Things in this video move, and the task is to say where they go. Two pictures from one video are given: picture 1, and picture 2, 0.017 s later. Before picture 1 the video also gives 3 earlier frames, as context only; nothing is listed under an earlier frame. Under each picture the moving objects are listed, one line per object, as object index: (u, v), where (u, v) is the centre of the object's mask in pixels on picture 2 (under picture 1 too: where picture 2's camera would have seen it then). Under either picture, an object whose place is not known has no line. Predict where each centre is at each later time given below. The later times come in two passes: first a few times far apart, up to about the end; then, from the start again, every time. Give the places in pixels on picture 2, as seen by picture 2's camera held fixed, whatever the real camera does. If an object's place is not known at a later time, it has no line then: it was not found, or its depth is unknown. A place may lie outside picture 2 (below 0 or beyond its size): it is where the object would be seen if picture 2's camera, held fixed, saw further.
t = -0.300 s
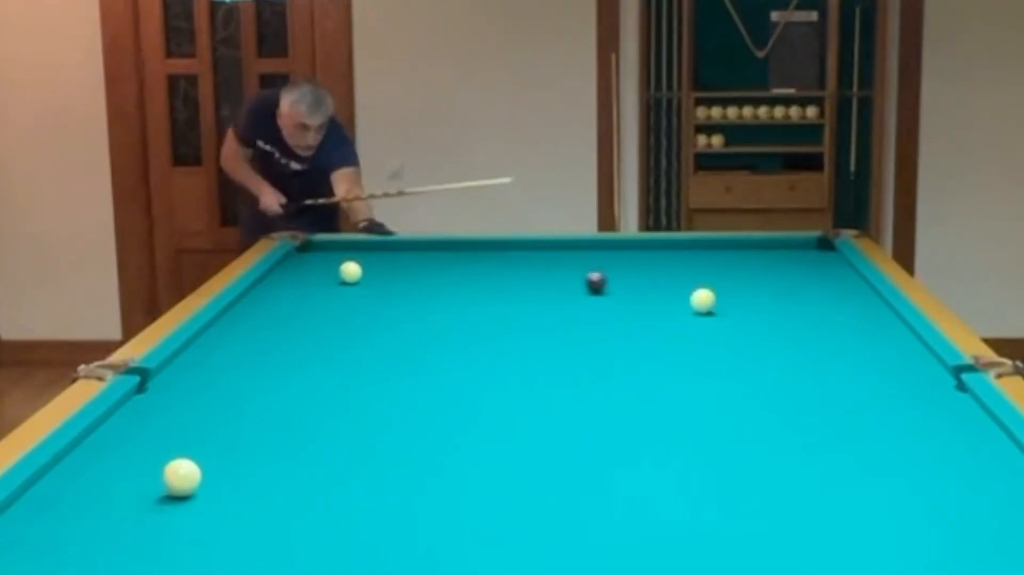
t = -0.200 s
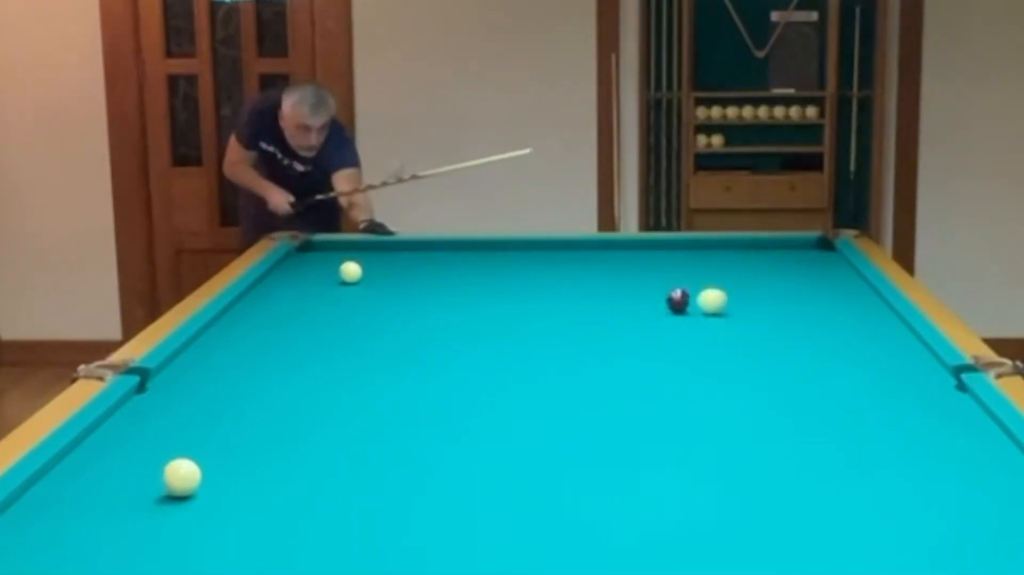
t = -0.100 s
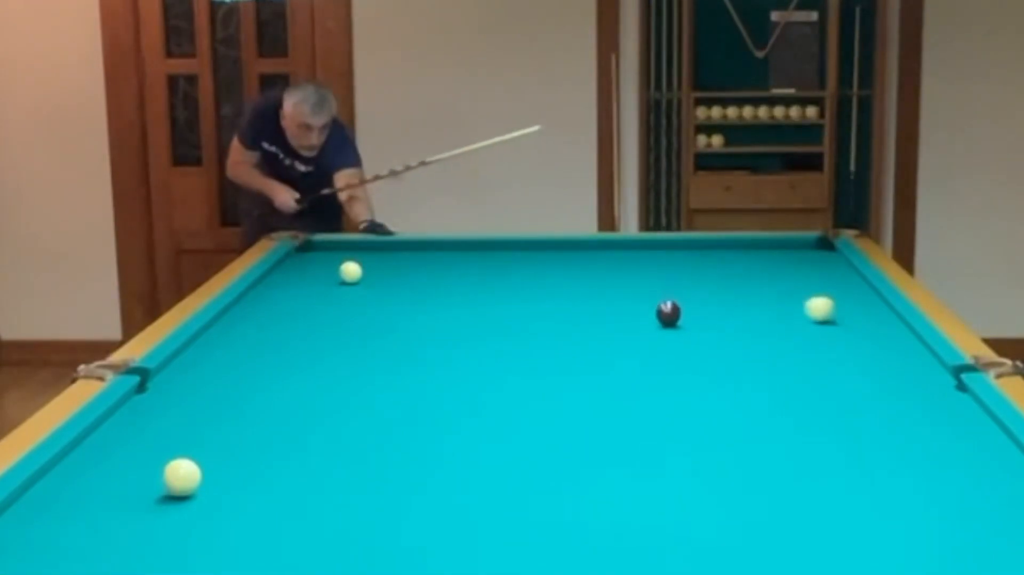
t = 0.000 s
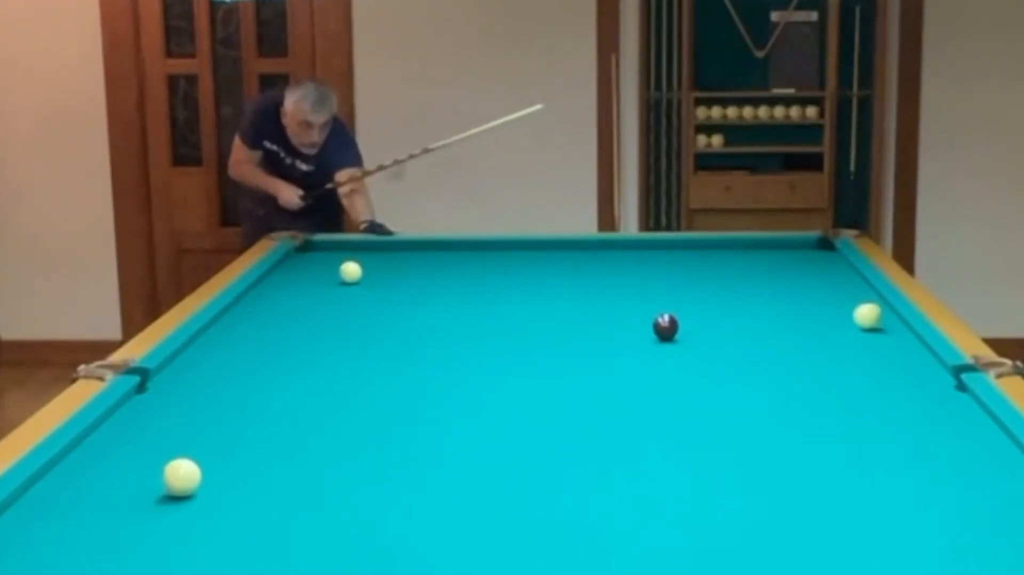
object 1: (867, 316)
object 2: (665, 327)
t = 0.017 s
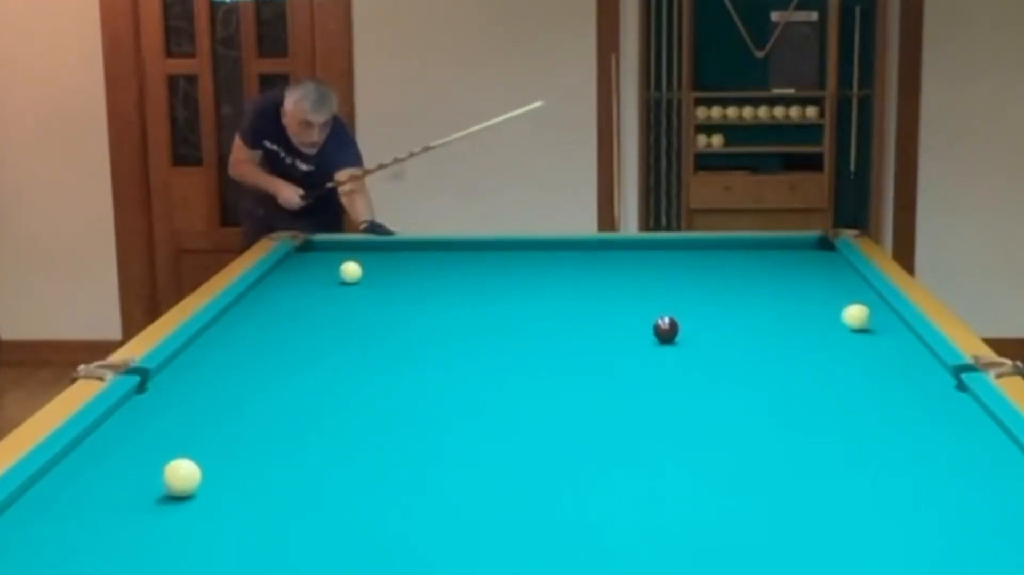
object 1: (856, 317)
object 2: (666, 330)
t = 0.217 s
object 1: (723, 328)
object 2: (670, 360)
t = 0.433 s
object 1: (592, 338)
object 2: (677, 399)
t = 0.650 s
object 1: (455, 349)
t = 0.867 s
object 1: (313, 360)
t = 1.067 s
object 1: (176, 372)
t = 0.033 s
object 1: (844, 318)
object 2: (666, 332)
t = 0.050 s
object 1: (832, 319)
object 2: (666, 334)
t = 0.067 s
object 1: (821, 320)
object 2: (667, 337)
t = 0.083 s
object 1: (809, 321)
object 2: (667, 339)
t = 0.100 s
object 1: (798, 322)
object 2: (667, 342)
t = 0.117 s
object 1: (787, 323)
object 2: (668, 344)
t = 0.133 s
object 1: (776, 323)
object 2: (668, 346)
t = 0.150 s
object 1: (764, 325)
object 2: (669, 349)
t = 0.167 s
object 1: (754, 325)
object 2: (669, 352)
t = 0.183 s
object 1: (743, 326)
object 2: (670, 355)
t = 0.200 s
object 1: (733, 327)
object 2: (670, 357)
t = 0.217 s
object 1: (723, 328)
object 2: (670, 360)
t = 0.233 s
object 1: (713, 329)
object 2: (671, 363)
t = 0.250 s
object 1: (703, 329)
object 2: (671, 366)
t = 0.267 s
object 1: (693, 330)
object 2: (672, 368)
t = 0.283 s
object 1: (682, 331)
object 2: (672, 371)
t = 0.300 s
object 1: (672, 332)
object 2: (673, 374)
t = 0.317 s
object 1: (663, 333)
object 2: (674, 377)
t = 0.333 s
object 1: (653, 333)
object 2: (674, 380)
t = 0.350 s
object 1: (643, 334)
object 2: (675, 383)
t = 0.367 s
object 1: (632, 335)
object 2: (675, 386)
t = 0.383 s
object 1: (622, 336)
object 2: (676, 389)
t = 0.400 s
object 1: (612, 336)
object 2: (676, 393)
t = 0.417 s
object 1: (602, 337)
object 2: (677, 396)
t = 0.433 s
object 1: (592, 338)
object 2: (677, 399)
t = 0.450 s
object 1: (581, 339)
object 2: (678, 403)
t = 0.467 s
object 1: (571, 340)
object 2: (678, 406)
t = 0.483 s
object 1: (561, 341)
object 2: (679, 409)
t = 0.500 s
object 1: (550, 342)
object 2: (680, 413)
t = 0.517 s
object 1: (540, 342)
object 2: (680, 417)
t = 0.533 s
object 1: (529, 343)
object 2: (681, 420)
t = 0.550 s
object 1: (519, 344)
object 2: (681, 424)
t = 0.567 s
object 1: (508, 345)
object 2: (682, 428)
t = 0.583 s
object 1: (498, 346)
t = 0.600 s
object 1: (487, 347)
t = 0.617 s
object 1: (477, 347)
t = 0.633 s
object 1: (466, 348)
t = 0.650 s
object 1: (455, 349)
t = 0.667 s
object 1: (444, 350)
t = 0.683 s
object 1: (434, 351)
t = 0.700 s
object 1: (423, 352)
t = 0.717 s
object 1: (412, 353)
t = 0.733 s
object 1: (401, 353)
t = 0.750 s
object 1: (390, 354)
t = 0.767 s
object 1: (379, 355)
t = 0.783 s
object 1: (368, 356)
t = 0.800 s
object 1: (357, 357)
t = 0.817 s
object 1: (346, 358)
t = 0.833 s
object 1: (335, 359)
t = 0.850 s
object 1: (324, 359)
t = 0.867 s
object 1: (313, 360)
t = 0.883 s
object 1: (302, 361)
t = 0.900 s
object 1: (290, 362)
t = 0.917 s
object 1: (278, 363)
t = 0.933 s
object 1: (267, 364)
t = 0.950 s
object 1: (256, 365)
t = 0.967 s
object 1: (245, 365)
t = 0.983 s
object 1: (233, 366)
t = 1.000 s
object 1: (221, 367)
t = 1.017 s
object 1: (210, 369)
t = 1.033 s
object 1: (199, 369)
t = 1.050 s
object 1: (187, 370)
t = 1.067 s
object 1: (176, 372)
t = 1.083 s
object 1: (164, 372)
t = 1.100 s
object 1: (151, 373)
